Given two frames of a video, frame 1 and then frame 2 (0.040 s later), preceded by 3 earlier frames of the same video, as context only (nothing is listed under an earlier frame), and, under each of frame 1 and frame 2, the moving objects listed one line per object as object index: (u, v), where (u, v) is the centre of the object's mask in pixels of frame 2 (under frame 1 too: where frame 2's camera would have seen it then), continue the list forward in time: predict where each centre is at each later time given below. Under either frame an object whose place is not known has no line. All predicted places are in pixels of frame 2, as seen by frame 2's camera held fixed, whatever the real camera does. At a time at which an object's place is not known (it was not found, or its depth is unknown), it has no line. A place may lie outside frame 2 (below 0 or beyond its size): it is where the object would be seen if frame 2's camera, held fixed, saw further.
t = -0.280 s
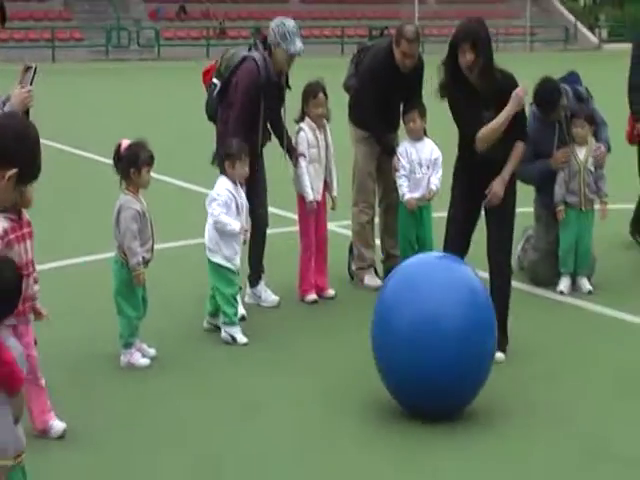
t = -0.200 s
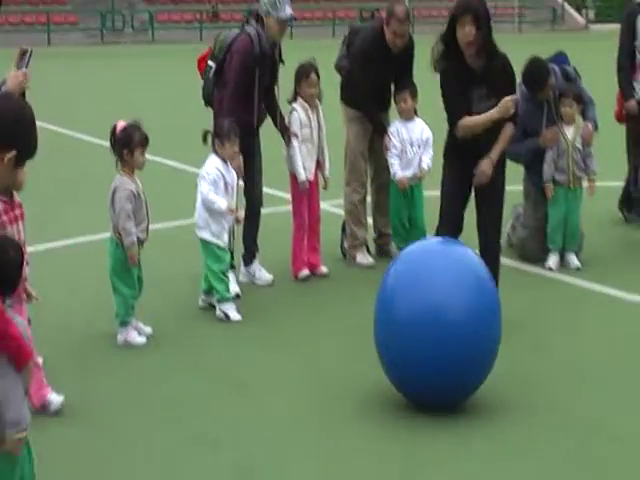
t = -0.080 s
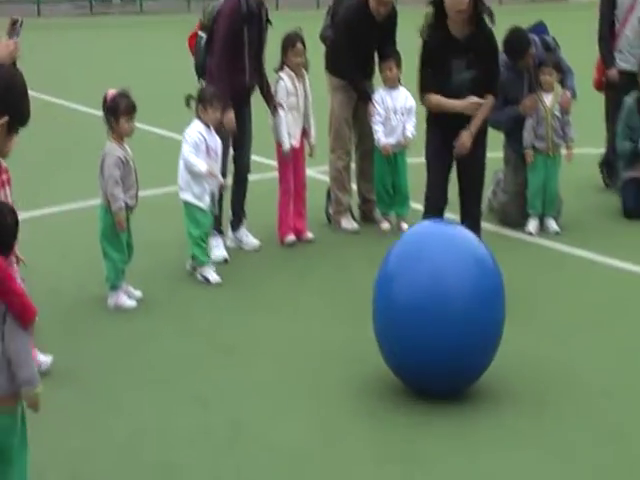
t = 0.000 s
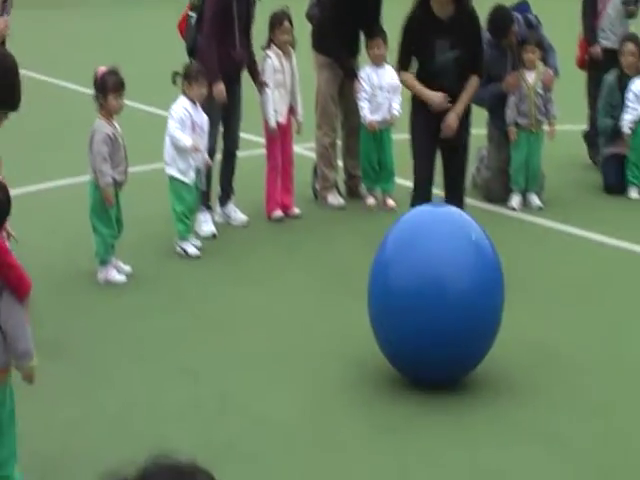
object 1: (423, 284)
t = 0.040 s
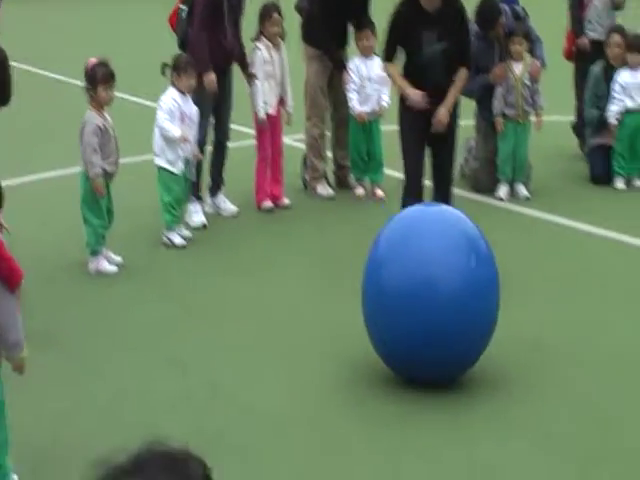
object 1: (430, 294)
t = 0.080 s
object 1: (438, 305)
